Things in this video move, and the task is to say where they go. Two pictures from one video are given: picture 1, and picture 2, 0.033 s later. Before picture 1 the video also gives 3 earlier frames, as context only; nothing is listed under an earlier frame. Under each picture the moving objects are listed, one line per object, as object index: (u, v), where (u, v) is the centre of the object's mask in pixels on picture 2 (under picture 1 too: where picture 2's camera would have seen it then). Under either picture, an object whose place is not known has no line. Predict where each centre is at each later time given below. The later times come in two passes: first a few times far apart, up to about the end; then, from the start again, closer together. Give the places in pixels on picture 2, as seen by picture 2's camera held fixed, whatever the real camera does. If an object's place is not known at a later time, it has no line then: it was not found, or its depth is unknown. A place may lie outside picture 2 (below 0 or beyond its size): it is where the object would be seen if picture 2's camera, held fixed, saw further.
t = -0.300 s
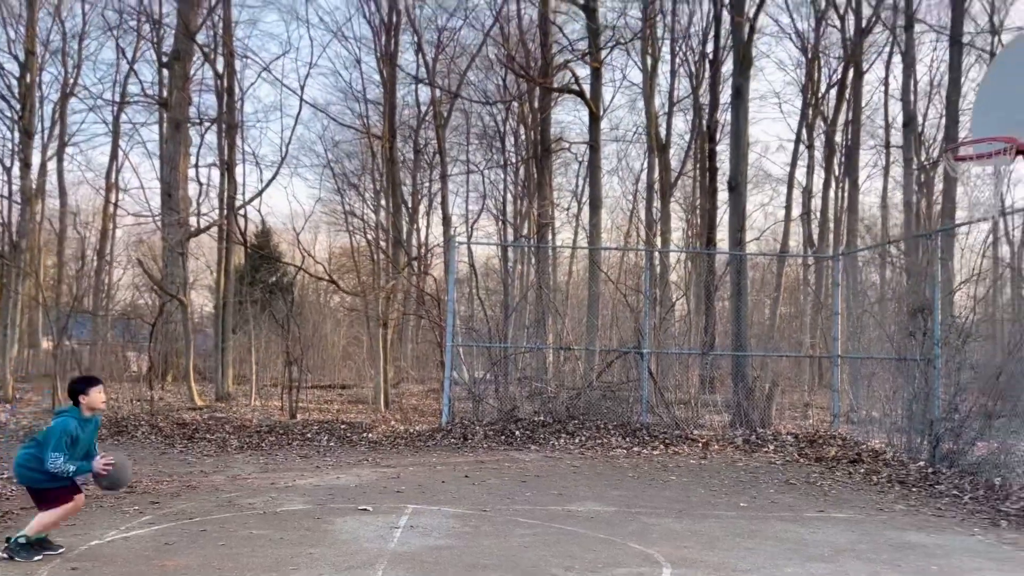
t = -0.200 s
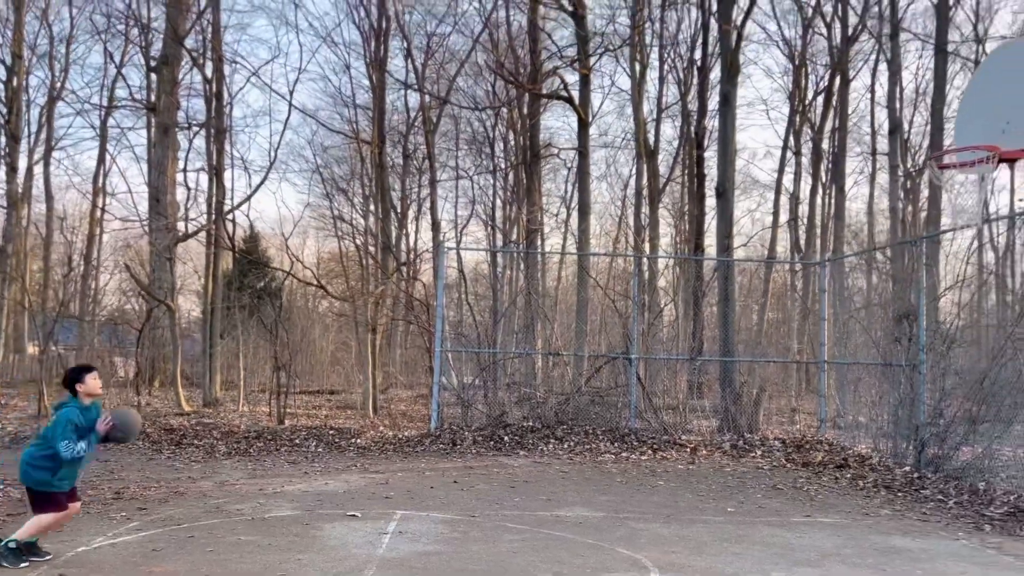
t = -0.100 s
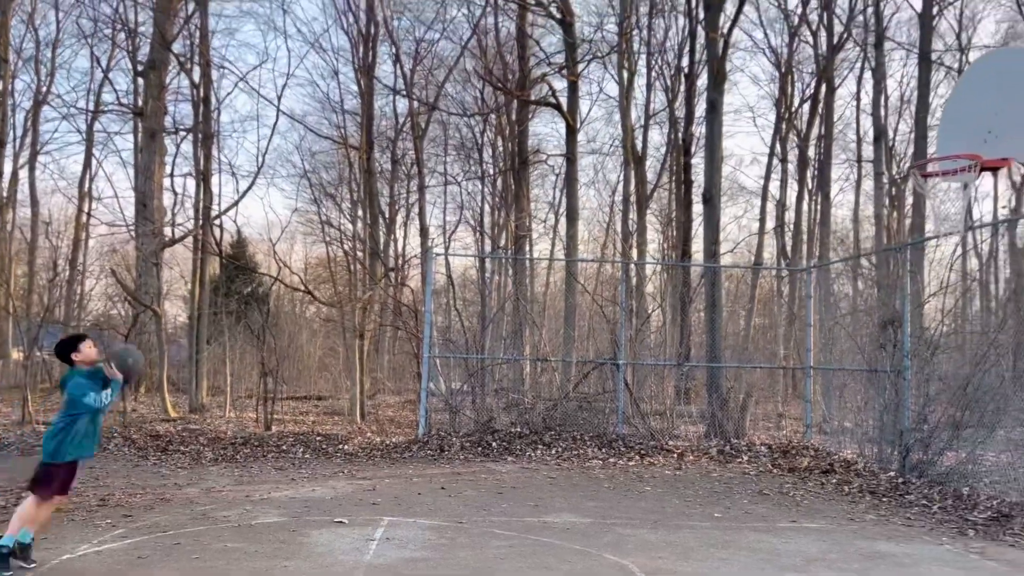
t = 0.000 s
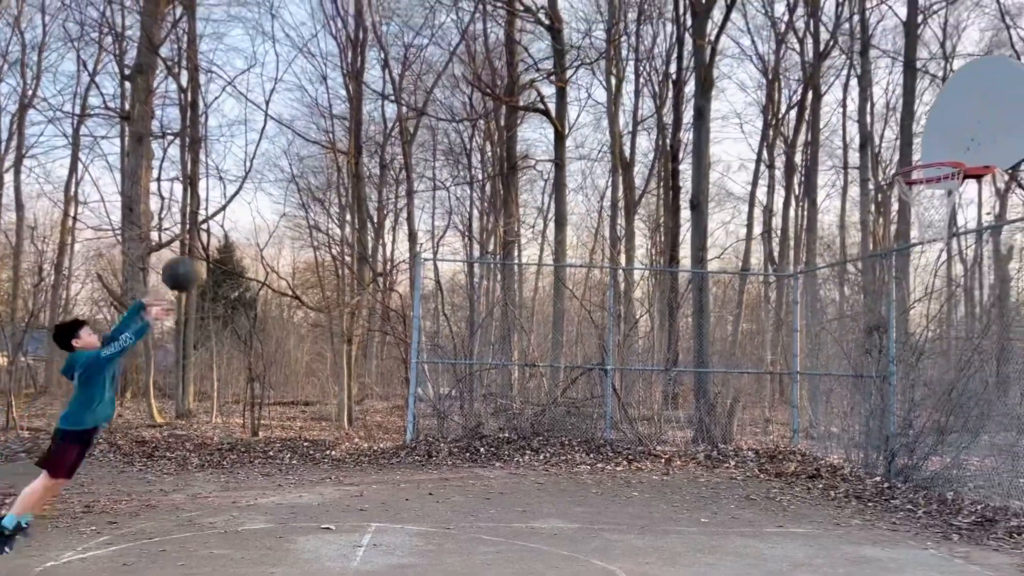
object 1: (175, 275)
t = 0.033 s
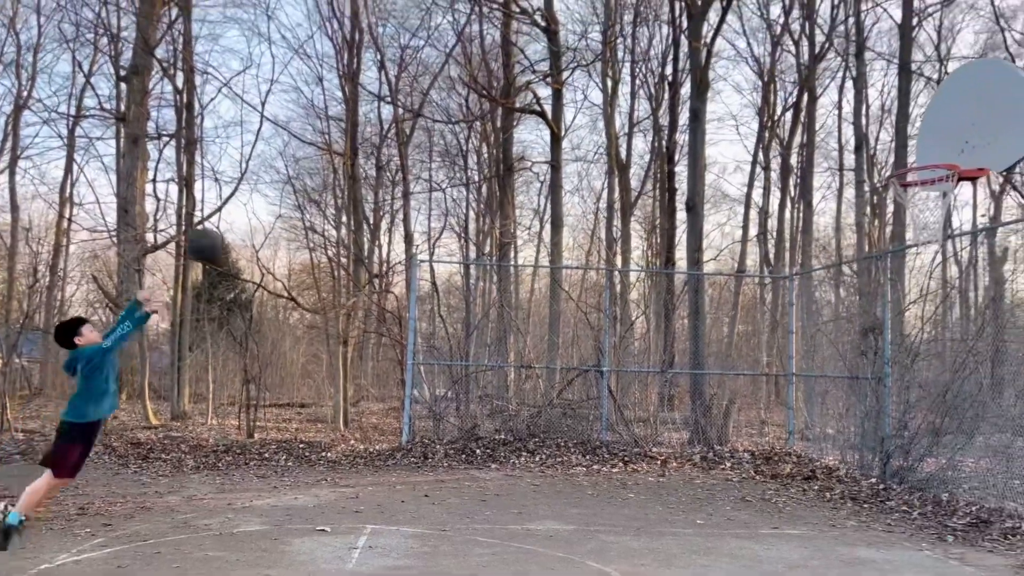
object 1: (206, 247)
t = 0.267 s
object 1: (395, 90)
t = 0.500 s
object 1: (560, 17)
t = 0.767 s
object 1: (729, 22)
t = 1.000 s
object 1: (868, 98)
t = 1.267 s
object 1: (887, 155)
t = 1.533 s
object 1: (760, 200)
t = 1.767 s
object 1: (661, 307)
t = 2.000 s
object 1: (564, 475)
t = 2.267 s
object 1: (513, 413)
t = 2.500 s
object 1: (485, 330)
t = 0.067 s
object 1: (235, 216)
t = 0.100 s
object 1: (263, 190)
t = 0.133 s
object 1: (290, 166)
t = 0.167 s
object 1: (317, 144)
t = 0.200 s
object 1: (344, 125)
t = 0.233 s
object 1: (370, 106)
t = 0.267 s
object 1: (395, 90)
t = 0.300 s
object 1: (420, 74)
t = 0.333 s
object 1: (444, 61)
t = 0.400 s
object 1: (491, 39)
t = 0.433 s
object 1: (514, 30)
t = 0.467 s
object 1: (539, 23)
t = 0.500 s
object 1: (560, 17)
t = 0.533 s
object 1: (581, 13)
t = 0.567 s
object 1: (602, 10)
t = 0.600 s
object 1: (624, 8)
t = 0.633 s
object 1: (645, 8)
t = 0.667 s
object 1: (666, 10)
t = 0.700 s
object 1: (687, 13)
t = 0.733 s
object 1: (710, 17)
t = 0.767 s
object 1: (729, 22)
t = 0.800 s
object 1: (749, 28)
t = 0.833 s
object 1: (770, 37)
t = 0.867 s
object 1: (789, 47)
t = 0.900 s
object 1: (809, 58)
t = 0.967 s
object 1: (848, 83)
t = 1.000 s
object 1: (868, 98)
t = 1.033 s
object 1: (887, 114)
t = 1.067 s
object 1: (908, 132)
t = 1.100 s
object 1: (927, 150)
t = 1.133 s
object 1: (944, 162)
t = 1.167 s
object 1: (934, 161)
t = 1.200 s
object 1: (917, 156)
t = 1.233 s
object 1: (902, 155)
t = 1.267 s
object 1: (887, 155)
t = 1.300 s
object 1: (869, 156)
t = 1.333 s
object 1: (854, 158)
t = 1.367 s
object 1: (838, 162)
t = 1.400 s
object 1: (822, 166)
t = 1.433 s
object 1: (807, 174)
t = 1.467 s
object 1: (790, 181)
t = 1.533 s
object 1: (760, 200)
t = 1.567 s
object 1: (746, 211)
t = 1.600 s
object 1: (731, 224)
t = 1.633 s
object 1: (717, 238)
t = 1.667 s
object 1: (703, 253)
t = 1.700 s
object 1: (690, 270)
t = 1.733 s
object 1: (673, 287)
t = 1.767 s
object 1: (661, 307)
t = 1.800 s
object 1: (647, 326)
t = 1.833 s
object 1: (634, 348)
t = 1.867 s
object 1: (619, 370)
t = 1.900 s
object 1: (607, 395)
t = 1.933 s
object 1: (592, 420)
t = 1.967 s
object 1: (578, 446)
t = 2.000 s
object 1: (564, 475)
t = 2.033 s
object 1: (551, 504)
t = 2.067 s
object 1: (537, 535)
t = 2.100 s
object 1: (532, 517)
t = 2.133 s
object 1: (528, 493)
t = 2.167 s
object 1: (524, 470)
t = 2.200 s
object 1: (520, 449)
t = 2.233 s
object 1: (515, 429)
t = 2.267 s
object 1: (513, 413)
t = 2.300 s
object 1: (508, 397)
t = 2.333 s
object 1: (504, 383)
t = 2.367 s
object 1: (501, 369)
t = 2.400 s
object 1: (497, 357)
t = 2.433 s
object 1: (493, 347)
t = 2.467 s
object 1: (490, 339)
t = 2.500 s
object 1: (485, 330)
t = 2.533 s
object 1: (482, 326)
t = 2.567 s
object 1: (479, 320)
